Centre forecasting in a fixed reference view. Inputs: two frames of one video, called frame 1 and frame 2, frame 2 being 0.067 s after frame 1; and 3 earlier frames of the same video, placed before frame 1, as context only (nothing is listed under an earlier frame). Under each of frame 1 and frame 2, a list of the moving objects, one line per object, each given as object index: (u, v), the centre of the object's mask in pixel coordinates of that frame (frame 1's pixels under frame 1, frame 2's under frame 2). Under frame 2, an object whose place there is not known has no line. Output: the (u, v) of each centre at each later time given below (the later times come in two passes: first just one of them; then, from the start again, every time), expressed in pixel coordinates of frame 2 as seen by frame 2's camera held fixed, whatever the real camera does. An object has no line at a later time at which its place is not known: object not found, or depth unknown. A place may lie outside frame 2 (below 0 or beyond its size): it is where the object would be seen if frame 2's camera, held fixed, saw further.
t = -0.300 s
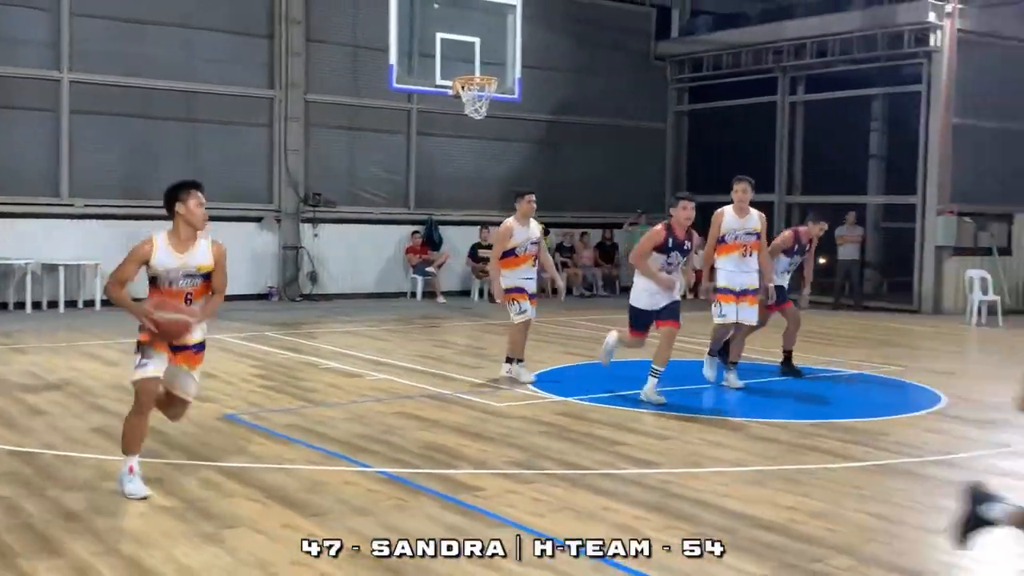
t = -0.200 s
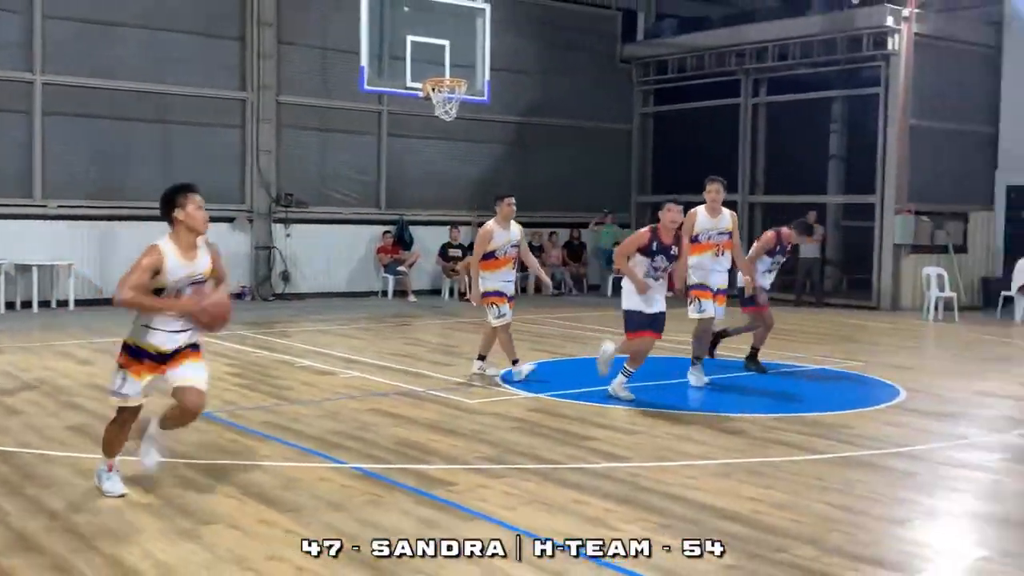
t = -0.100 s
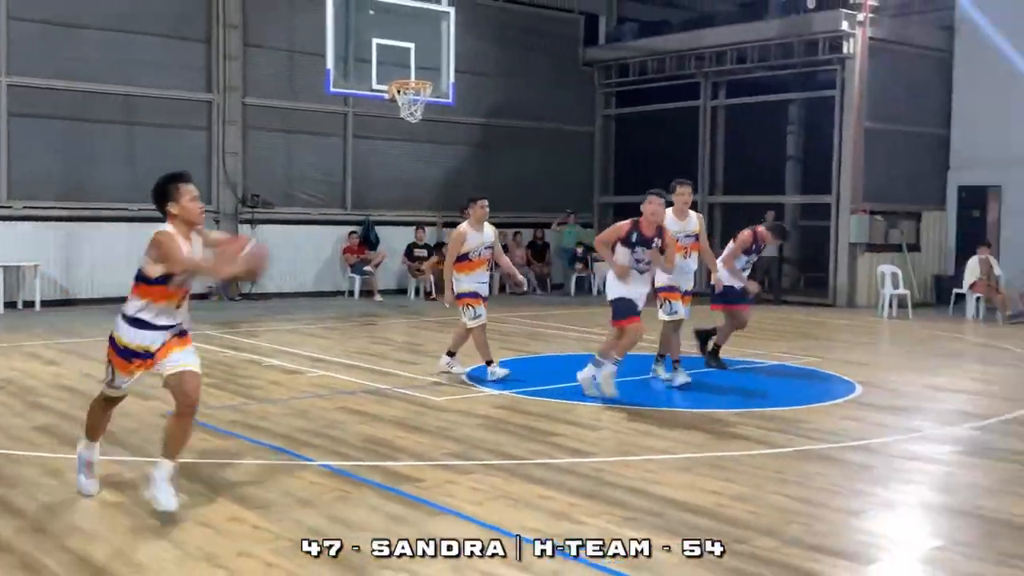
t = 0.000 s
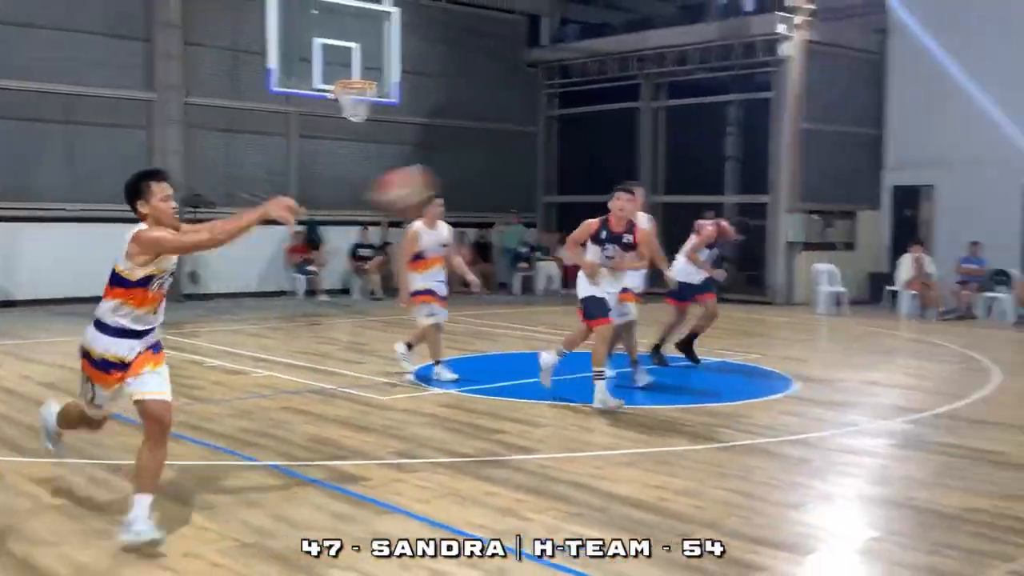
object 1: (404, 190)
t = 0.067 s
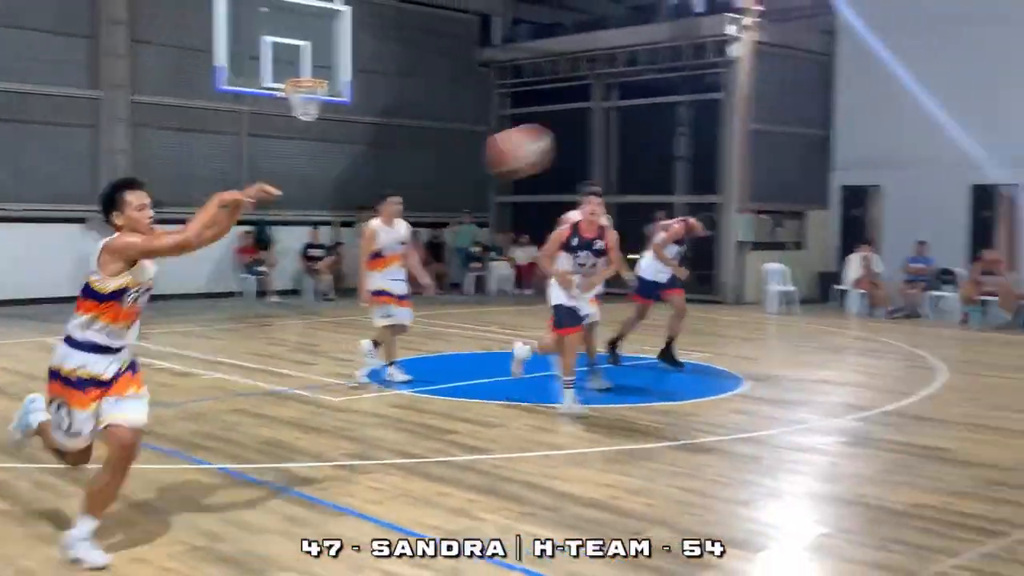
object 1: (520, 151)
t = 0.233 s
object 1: (933, 81)
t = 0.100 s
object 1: (603, 133)
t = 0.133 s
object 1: (685, 118)
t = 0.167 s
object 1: (770, 104)
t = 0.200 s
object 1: (851, 90)
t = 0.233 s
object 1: (933, 81)
